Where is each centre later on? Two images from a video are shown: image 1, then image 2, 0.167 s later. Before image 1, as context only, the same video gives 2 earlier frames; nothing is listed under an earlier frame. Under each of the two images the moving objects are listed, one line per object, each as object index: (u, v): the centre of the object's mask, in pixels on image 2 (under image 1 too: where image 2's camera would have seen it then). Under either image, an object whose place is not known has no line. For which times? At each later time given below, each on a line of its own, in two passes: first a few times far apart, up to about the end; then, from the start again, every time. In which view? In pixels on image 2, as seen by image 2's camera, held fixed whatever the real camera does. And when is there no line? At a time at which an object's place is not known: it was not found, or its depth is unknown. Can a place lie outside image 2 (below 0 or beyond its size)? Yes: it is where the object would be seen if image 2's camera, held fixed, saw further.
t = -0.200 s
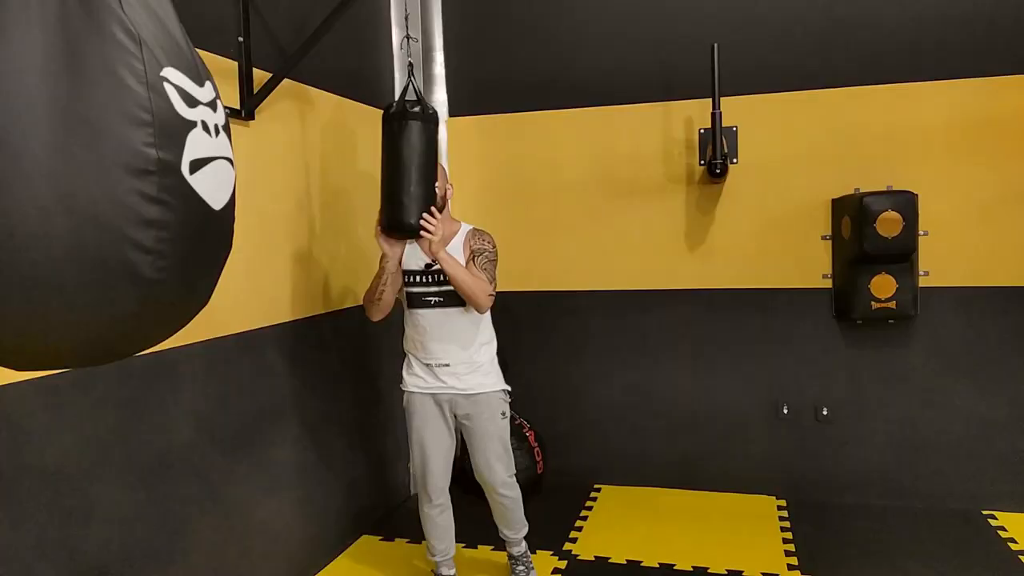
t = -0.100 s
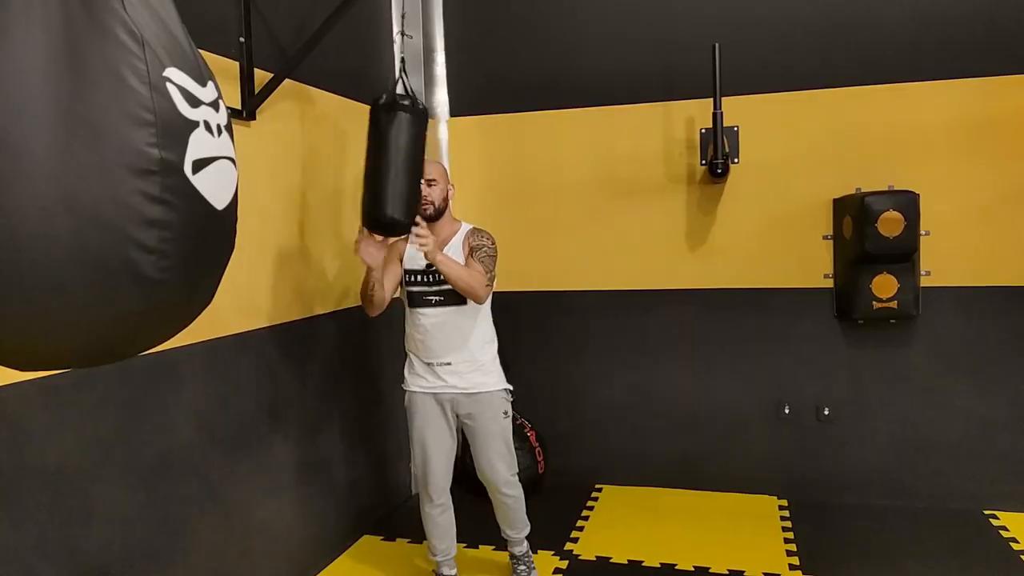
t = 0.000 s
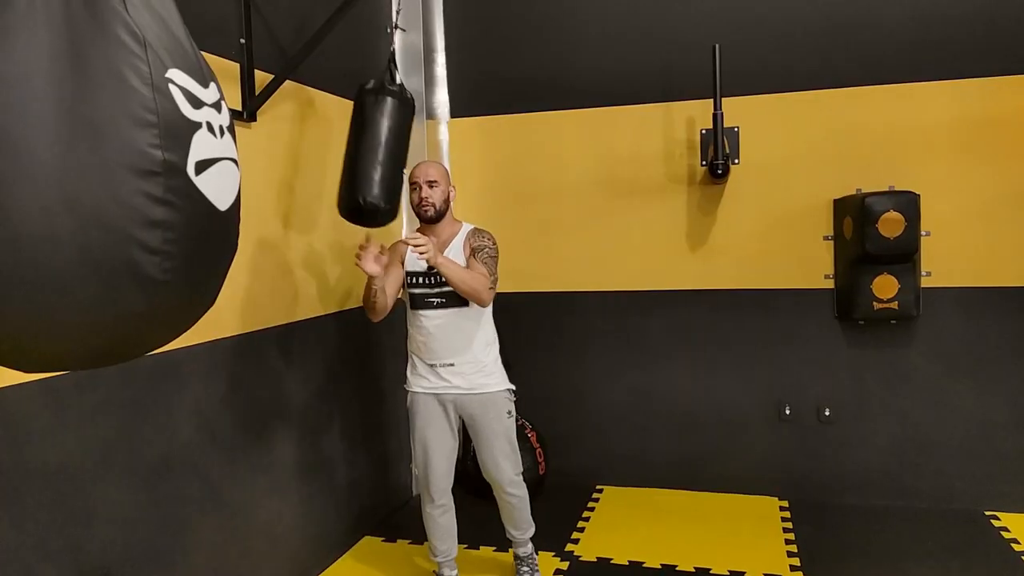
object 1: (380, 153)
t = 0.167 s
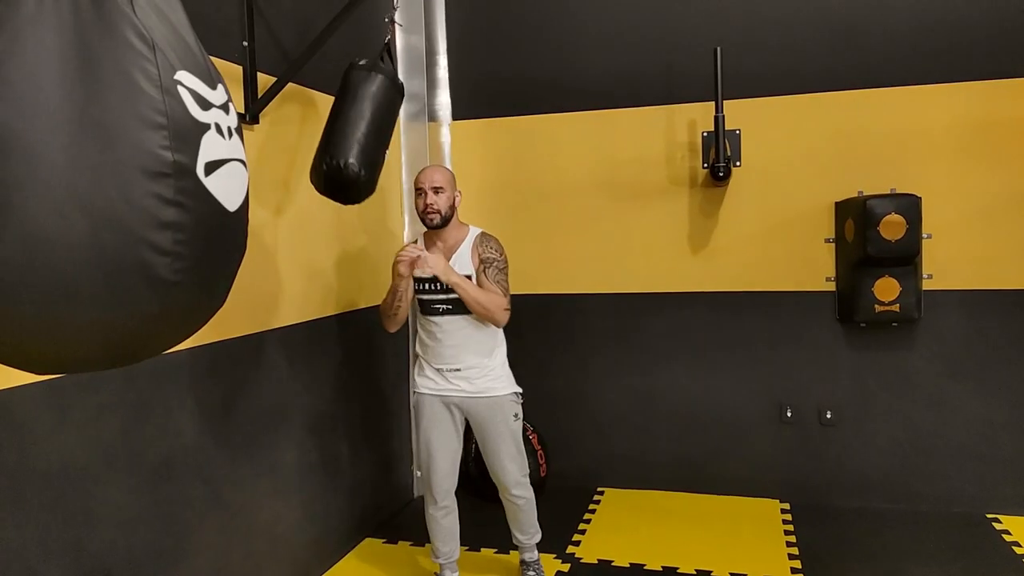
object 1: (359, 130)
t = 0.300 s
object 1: (356, 125)
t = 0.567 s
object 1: (389, 154)
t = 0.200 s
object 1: (357, 127)
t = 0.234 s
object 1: (356, 125)
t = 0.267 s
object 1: (355, 124)
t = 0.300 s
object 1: (356, 125)
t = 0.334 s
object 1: (357, 126)
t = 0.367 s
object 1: (360, 128)
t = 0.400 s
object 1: (363, 131)
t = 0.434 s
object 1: (367, 136)
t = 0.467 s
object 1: (371, 141)
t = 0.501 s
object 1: (377, 146)
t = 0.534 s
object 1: (383, 151)
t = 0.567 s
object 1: (389, 154)
